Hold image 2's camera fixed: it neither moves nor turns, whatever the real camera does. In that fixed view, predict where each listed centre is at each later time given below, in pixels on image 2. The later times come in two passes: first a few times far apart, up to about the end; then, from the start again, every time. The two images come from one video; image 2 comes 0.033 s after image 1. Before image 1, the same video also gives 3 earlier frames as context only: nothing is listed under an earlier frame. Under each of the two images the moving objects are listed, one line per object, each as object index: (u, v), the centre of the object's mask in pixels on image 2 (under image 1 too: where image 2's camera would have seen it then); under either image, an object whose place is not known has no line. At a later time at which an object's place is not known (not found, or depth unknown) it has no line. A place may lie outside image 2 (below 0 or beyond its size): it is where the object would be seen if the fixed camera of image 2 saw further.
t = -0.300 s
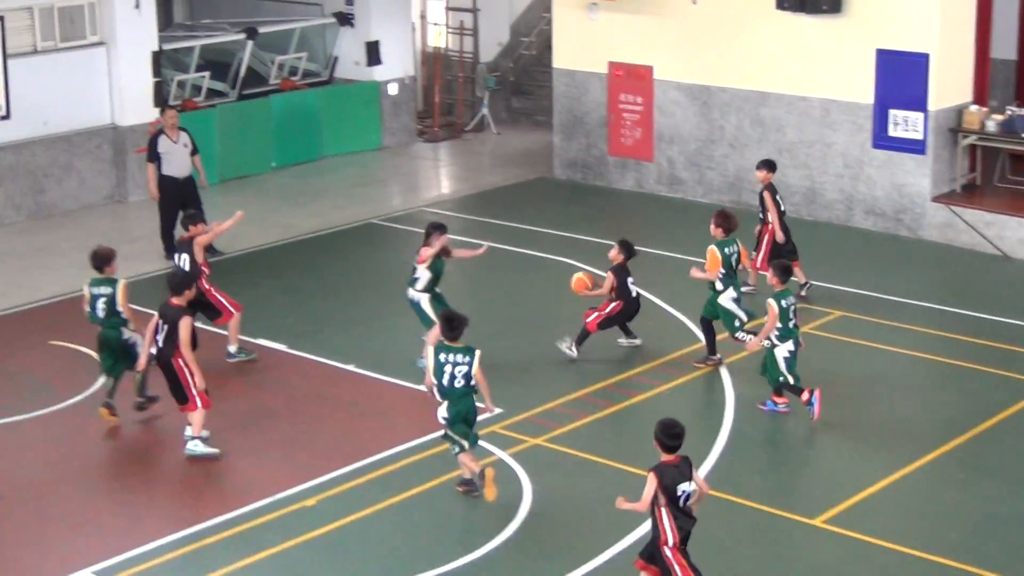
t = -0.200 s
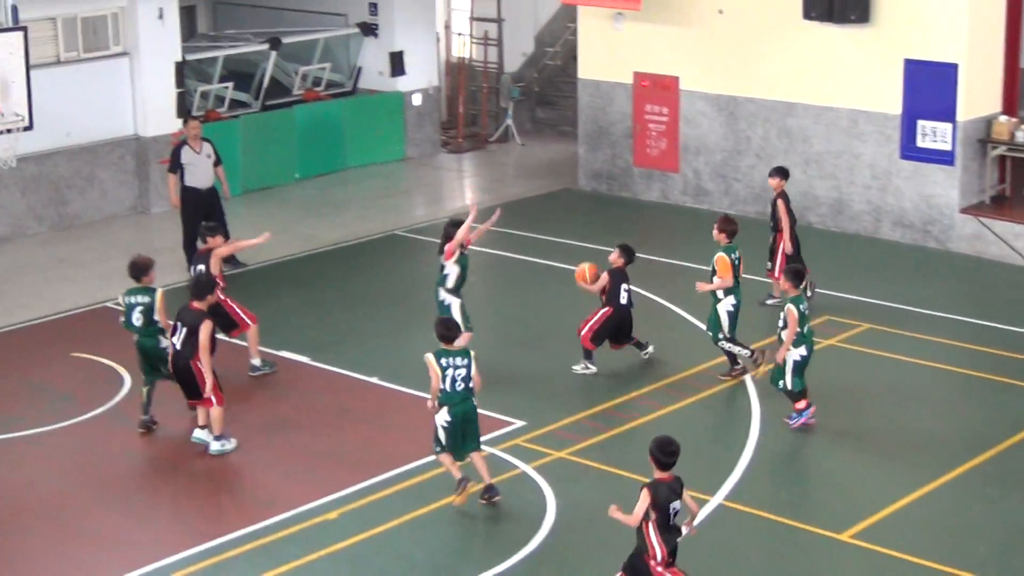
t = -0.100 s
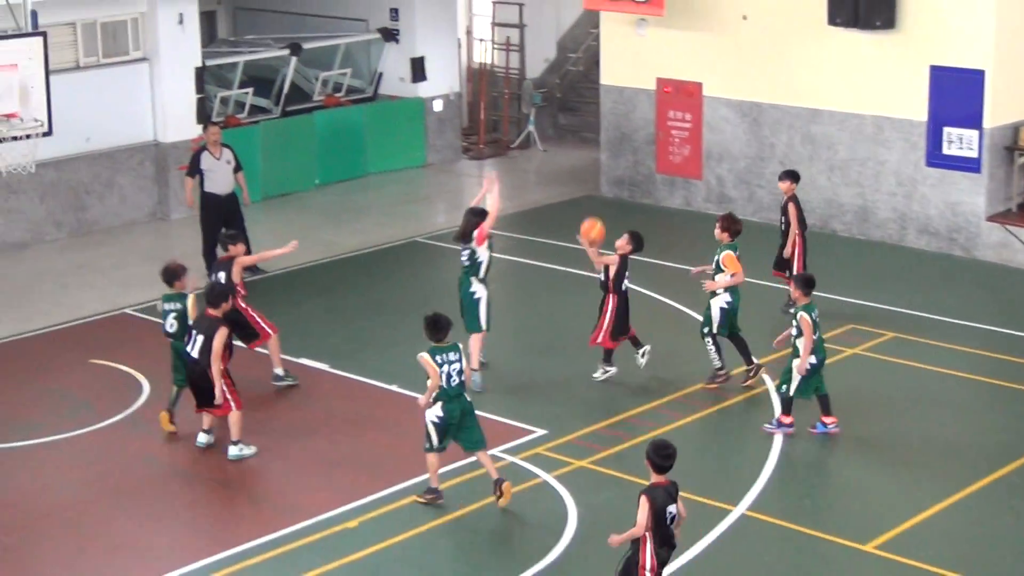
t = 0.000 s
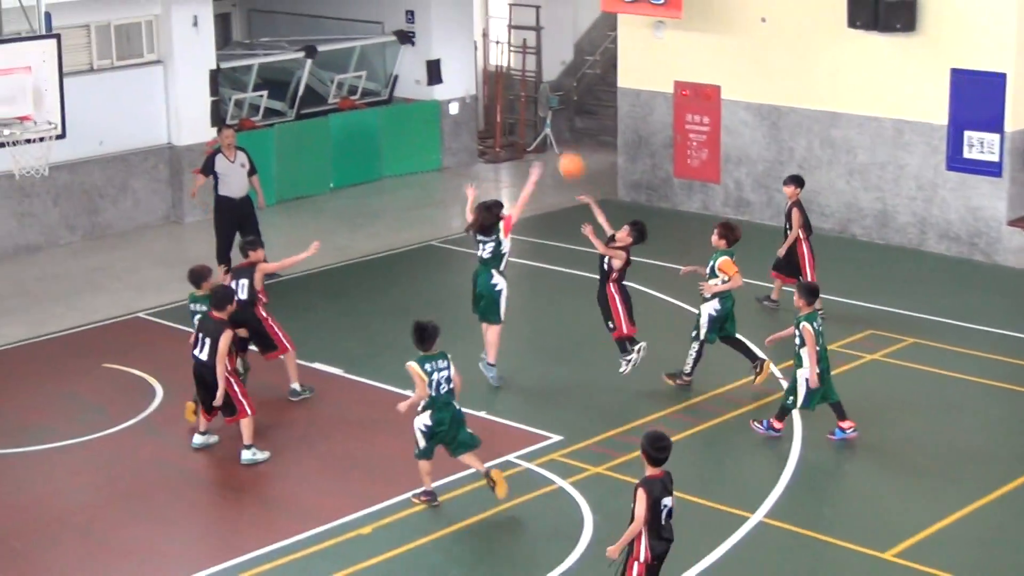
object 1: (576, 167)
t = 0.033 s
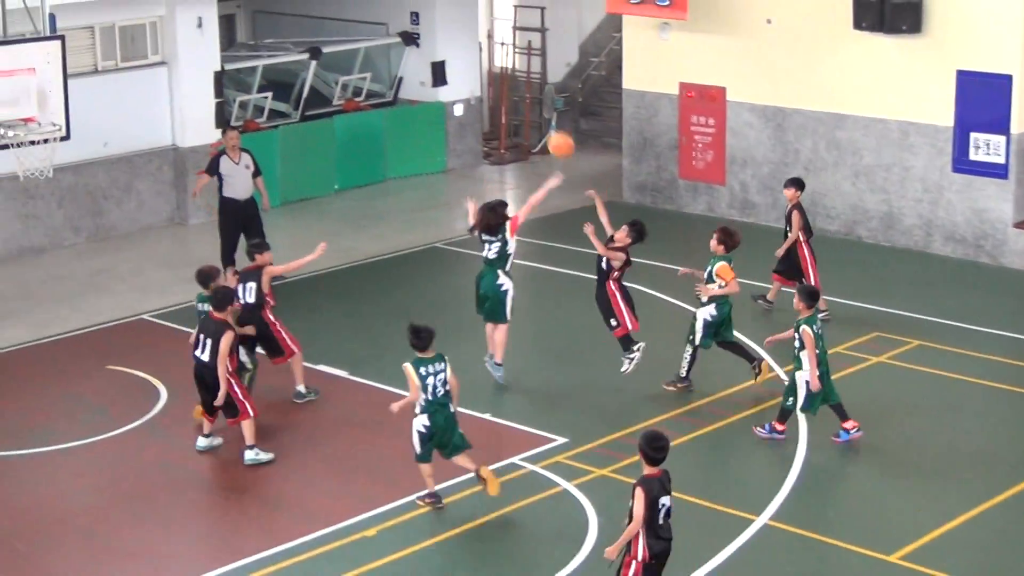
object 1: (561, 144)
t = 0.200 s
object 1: (481, 47)
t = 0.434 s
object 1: (368, -39)
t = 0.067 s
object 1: (545, 122)
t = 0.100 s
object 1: (529, 102)
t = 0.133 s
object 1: (514, 82)
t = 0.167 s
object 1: (498, 65)
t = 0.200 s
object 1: (481, 47)
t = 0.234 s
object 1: (466, 31)
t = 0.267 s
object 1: (450, 16)
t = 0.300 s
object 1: (433, 2)
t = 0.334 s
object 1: (417, -10)
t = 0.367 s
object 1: (401, -22)
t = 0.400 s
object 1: (384, -31)
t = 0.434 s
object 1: (368, -39)
